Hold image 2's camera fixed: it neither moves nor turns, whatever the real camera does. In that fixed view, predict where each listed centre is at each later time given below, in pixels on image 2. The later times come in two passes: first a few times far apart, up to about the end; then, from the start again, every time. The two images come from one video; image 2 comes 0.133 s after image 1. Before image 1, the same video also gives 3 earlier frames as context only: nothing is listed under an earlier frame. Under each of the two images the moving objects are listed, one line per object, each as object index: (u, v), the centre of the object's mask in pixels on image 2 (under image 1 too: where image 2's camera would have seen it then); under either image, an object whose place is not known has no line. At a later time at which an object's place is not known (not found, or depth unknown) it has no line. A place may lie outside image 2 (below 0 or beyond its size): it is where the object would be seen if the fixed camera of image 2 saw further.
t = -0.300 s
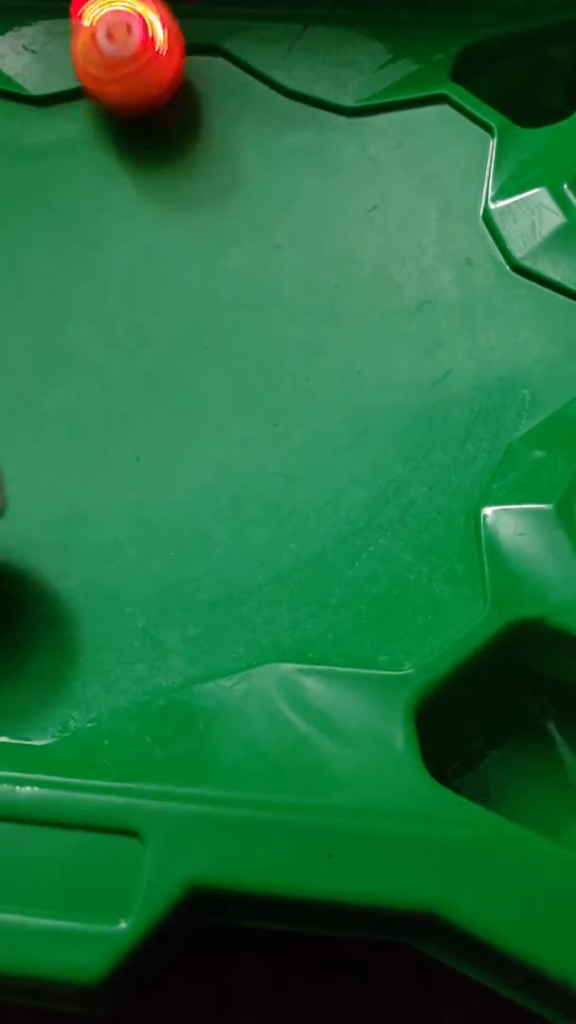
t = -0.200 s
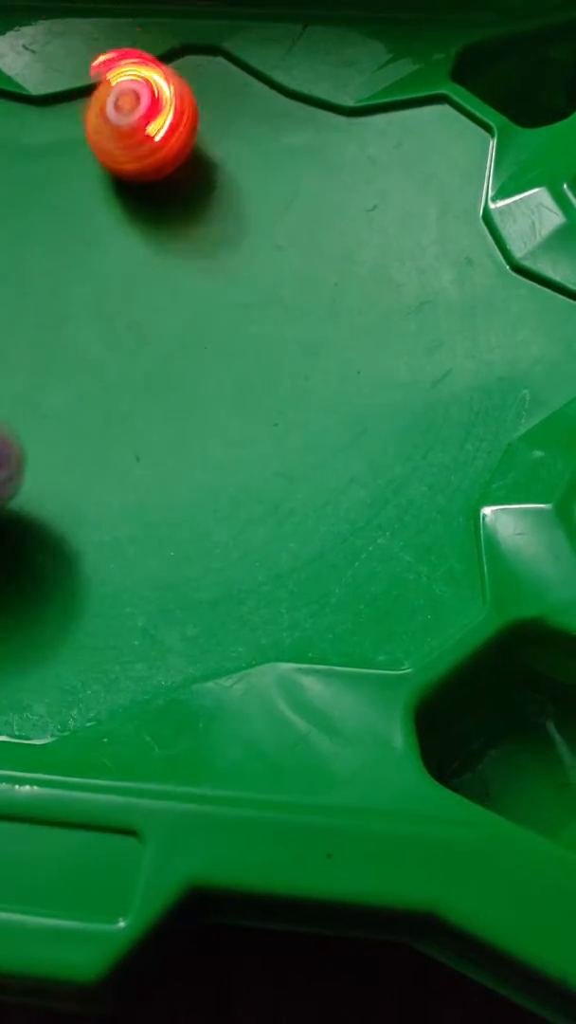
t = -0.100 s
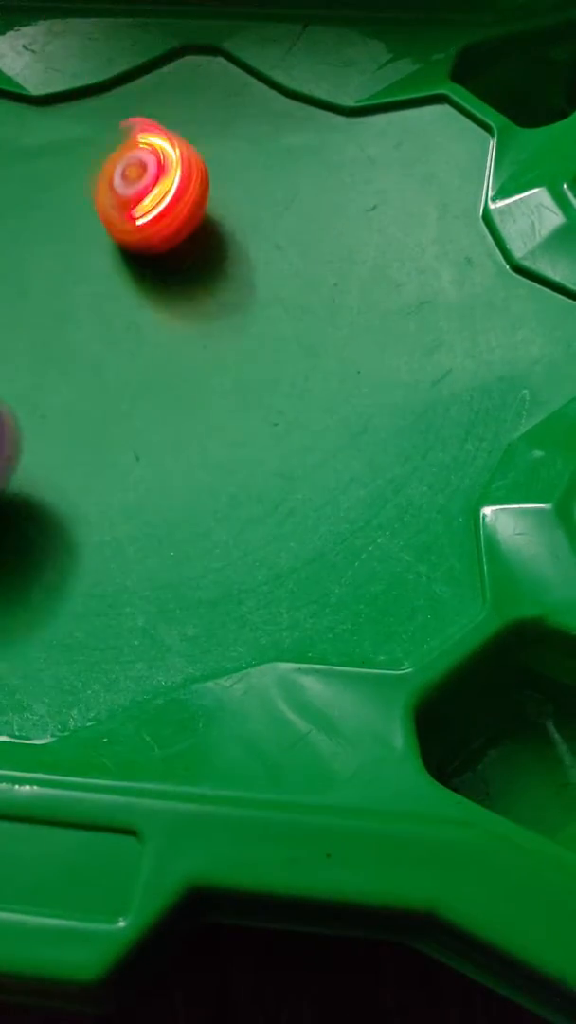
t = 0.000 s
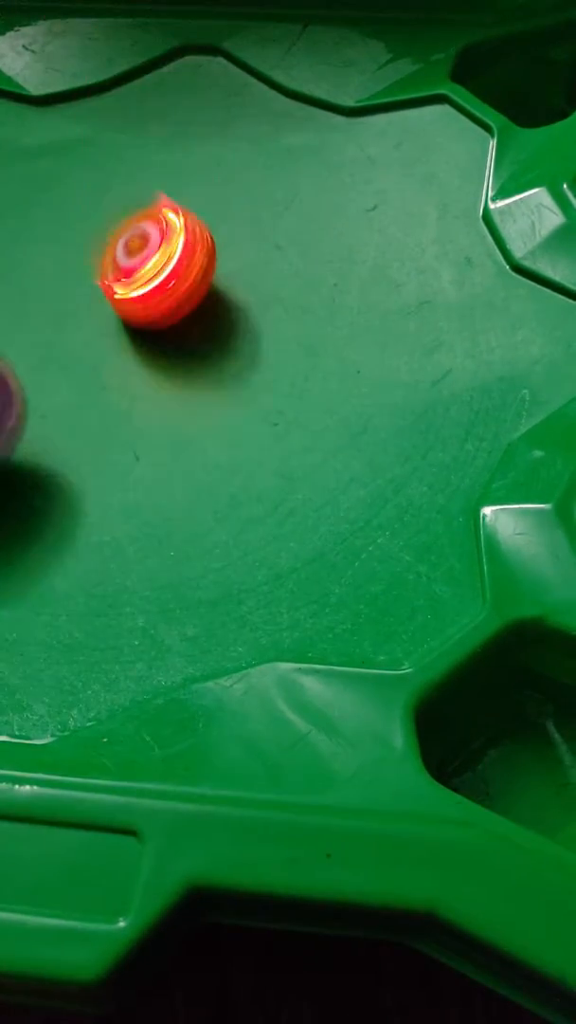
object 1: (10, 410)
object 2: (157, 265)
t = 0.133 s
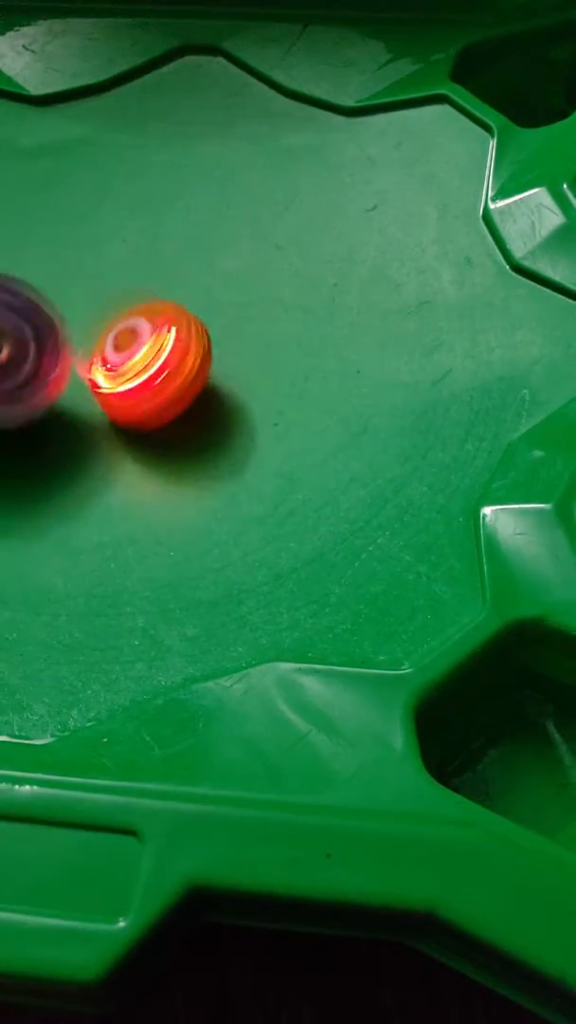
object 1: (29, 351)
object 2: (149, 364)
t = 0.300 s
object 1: (15, 273)
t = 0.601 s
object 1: (93, 249)
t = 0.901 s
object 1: (36, 361)
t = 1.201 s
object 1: (45, 371)
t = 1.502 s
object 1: (43, 327)
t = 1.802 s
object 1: (136, 322)
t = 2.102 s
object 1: (192, 390)
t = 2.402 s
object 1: (137, 403)
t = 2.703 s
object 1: (122, 324)
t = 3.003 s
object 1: (210, 279)
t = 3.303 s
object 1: (239, 321)
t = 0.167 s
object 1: (19, 323)
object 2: (238, 385)
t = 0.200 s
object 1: (11, 304)
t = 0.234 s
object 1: (10, 292)
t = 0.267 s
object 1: (10, 281)
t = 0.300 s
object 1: (15, 273)
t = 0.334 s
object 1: (19, 266)
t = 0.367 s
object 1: (24, 258)
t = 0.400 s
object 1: (29, 252)
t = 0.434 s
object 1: (38, 248)
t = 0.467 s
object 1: (44, 244)
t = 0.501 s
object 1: (52, 244)
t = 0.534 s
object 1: (62, 245)
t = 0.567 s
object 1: (74, 246)
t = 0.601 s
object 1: (93, 249)
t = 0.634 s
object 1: (115, 253)
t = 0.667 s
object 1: (116, 262)
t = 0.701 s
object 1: (82, 289)
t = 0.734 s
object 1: (60, 309)
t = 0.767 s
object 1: (47, 326)
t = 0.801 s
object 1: (39, 339)
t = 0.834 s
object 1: (37, 355)
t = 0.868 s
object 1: (35, 355)
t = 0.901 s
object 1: (36, 361)
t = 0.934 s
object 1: (38, 368)
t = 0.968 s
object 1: (44, 385)
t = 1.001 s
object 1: (44, 375)
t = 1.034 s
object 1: (47, 376)
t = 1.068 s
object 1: (49, 375)
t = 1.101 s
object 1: (49, 379)
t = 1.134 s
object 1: (47, 385)
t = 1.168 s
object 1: (45, 379)
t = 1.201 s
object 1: (45, 371)
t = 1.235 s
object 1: (42, 368)
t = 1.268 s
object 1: (39, 366)
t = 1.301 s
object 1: (37, 361)
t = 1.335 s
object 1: (35, 356)
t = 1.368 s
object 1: (35, 351)
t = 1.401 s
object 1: (36, 345)
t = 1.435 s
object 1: (39, 339)
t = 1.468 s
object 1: (43, 334)
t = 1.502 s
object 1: (43, 327)
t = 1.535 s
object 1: (49, 324)
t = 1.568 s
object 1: (53, 318)
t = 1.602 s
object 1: (60, 314)
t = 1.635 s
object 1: (67, 312)
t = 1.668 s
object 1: (78, 312)
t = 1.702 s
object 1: (93, 311)
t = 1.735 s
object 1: (108, 316)
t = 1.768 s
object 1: (123, 316)
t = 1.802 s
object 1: (136, 322)
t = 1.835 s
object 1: (149, 323)
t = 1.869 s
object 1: (161, 329)
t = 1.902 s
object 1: (170, 333)
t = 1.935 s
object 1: (179, 341)
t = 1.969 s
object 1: (183, 355)
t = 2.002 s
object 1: (189, 364)
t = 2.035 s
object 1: (193, 372)
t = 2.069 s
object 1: (192, 381)
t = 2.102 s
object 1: (192, 390)
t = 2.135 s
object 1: (190, 395)
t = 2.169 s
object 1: (183, 394)
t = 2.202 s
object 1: (180, 405)
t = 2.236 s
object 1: (171, 403)
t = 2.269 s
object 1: (166, 406)
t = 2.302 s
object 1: (158, 406)
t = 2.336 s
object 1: (150, 406)
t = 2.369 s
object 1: (143, 406)
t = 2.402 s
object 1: (137, 403)
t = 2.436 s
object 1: (130, 406)
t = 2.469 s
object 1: (123, 397)
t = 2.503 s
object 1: (117, 380)
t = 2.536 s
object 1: (114, 372)
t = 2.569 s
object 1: (113, 362)
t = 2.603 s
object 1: (113, 354)
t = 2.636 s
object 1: (114, 345)
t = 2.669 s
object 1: (120, 333)
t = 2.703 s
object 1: (122, 324)
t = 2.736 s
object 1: (130, 316)
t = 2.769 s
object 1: (138, 307)
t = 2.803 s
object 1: (148, 300)
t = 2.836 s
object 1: (158, 298)
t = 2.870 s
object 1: (167, 289)
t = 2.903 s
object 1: (179, 287)
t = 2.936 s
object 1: (188, 280)
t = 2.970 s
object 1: (198, 279)
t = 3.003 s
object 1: (210, 279)
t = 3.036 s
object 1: (218, 279)
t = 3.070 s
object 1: (227, 288)
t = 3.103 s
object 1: (233, 292)
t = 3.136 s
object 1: (238, 294)
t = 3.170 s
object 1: (241, 298)
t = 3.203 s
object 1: (242, 304)
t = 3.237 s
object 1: (244, 308)
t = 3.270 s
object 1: (244, 314)
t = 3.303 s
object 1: (239, 321)
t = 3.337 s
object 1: (233, 321)
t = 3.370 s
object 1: (227, 324)
